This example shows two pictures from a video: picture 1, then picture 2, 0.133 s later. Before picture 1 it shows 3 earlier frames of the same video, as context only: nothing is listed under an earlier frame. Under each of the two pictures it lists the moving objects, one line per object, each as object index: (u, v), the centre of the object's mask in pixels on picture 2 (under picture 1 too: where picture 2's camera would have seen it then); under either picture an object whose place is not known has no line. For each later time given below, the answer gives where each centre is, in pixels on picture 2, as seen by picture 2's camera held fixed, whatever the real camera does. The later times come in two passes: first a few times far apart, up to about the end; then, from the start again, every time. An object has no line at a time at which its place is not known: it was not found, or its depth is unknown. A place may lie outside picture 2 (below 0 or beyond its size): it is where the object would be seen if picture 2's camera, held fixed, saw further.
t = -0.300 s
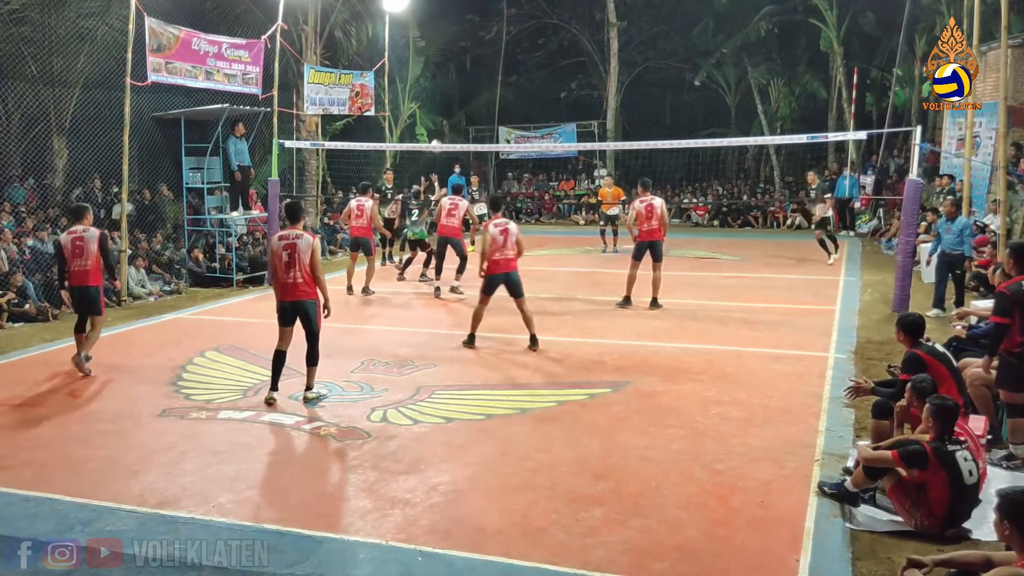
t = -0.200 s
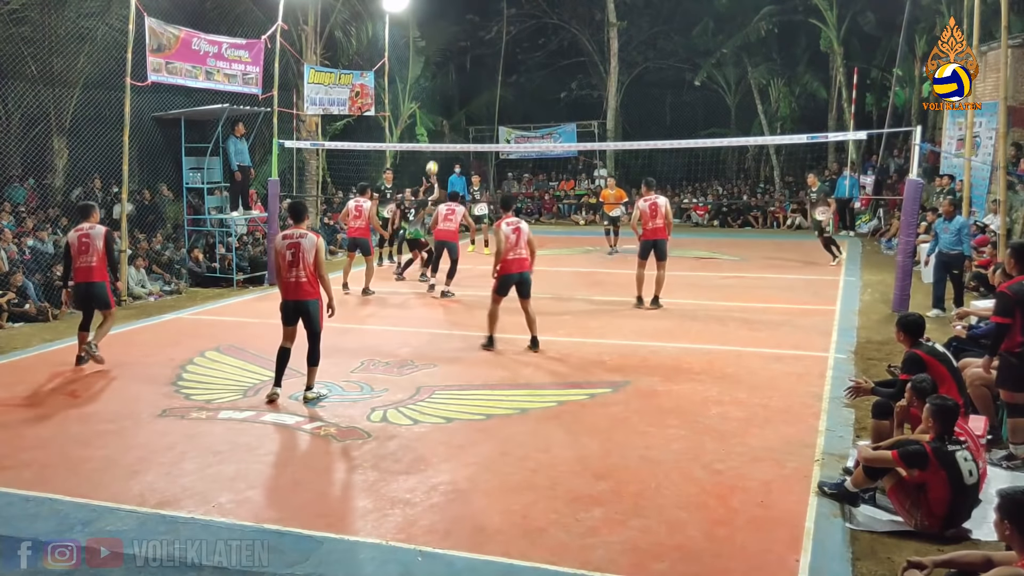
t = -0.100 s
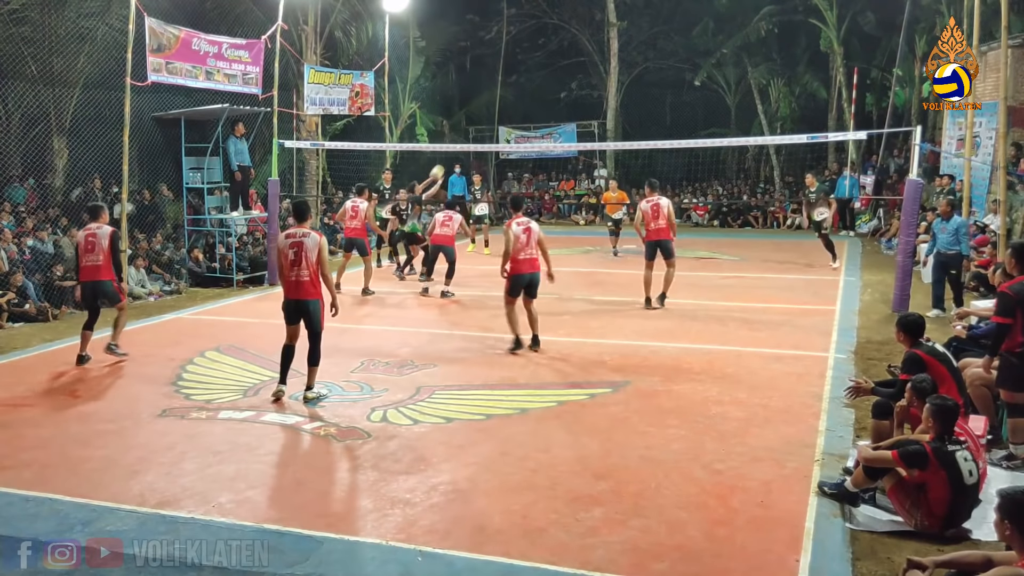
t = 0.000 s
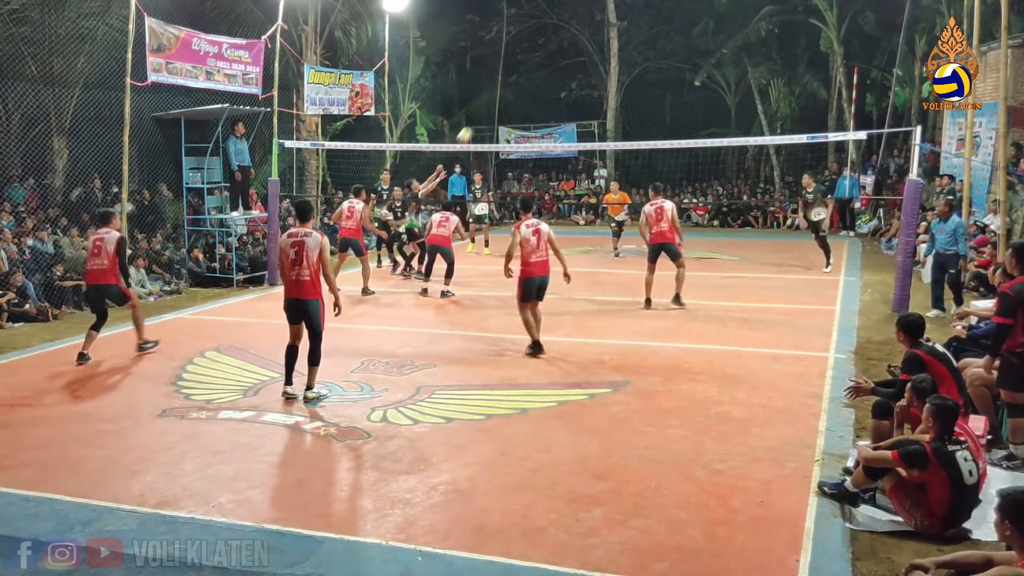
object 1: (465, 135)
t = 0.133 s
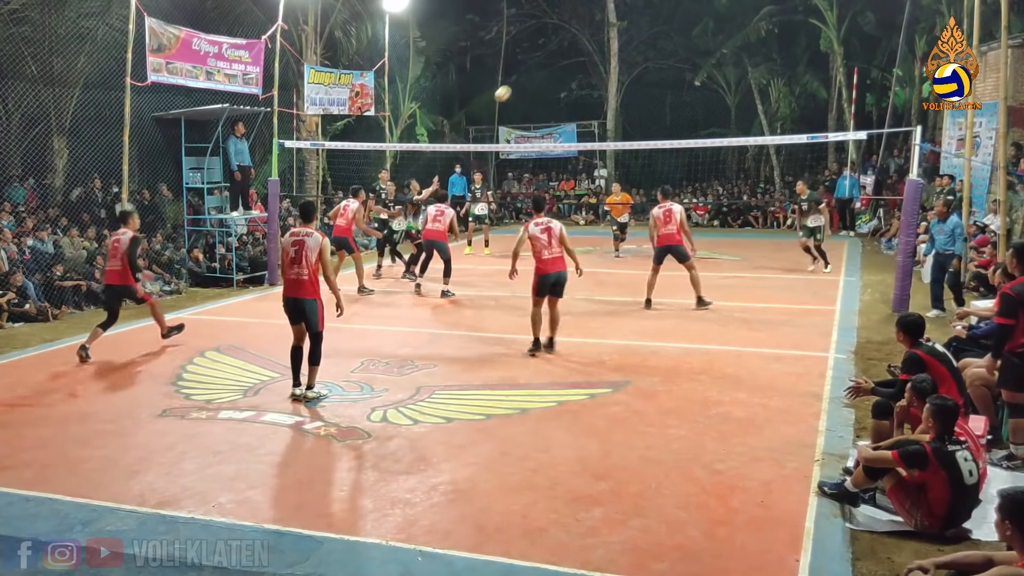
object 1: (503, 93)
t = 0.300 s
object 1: (550, 55)
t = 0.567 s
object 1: (626, 26)
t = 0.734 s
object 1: (674, 29)
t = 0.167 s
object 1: (512, 84)
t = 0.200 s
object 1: (522, 76)
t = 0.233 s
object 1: (531, 69)
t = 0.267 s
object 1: (541, 62)
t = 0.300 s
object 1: (550, 55)
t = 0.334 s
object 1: (560, 49)
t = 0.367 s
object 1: (570, 44)
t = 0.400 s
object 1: (579, 39)
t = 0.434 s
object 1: (588, 35)
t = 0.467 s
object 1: (598, 32)
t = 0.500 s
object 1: (608, 29)
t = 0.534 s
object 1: (617, 27)
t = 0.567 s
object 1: (626, 26)
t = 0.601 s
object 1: (636, 25)
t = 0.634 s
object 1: (645, 25)
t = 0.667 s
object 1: (655, 26)
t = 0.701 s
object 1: (664, 27)
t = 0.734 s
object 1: (674, 29)
